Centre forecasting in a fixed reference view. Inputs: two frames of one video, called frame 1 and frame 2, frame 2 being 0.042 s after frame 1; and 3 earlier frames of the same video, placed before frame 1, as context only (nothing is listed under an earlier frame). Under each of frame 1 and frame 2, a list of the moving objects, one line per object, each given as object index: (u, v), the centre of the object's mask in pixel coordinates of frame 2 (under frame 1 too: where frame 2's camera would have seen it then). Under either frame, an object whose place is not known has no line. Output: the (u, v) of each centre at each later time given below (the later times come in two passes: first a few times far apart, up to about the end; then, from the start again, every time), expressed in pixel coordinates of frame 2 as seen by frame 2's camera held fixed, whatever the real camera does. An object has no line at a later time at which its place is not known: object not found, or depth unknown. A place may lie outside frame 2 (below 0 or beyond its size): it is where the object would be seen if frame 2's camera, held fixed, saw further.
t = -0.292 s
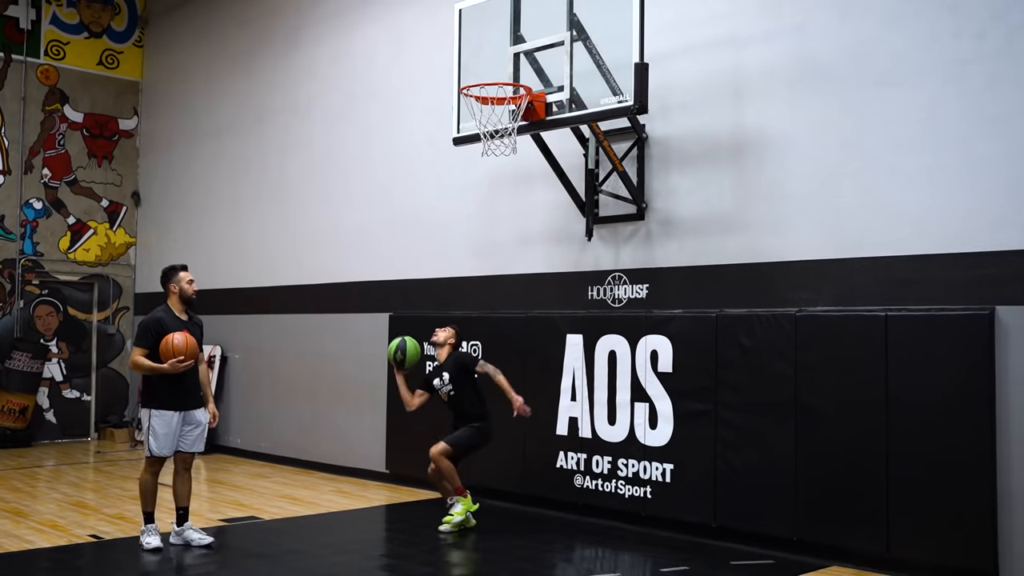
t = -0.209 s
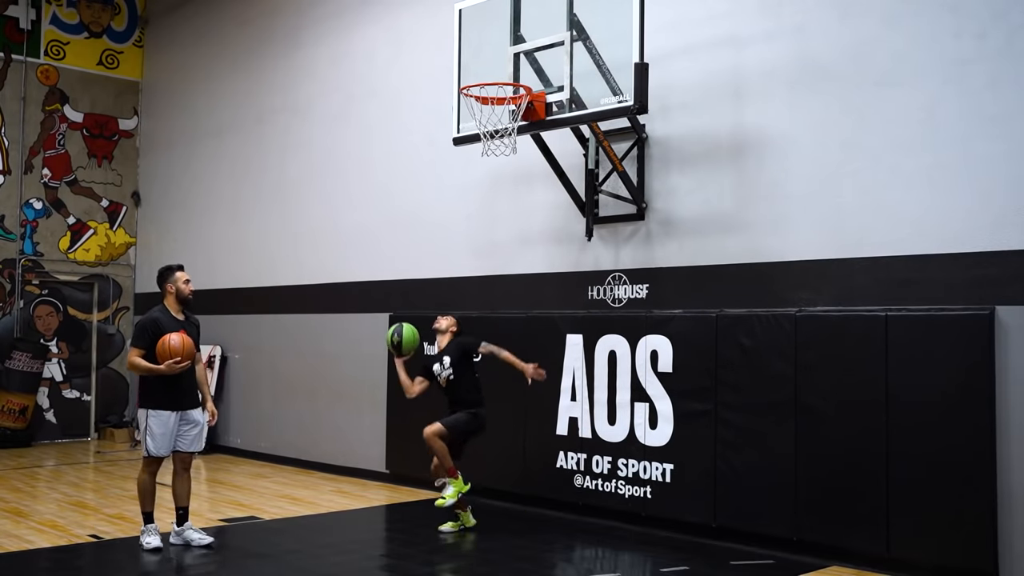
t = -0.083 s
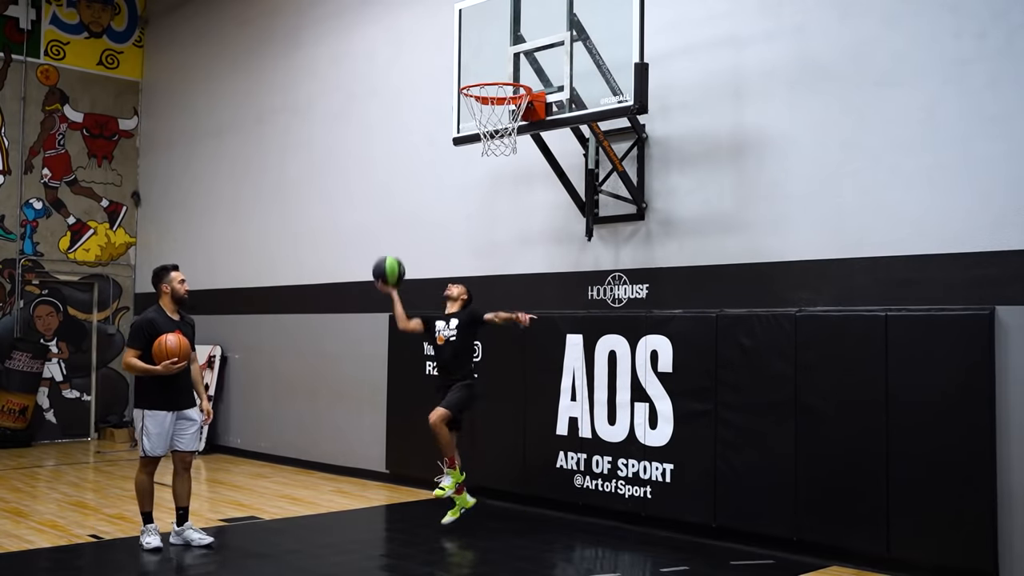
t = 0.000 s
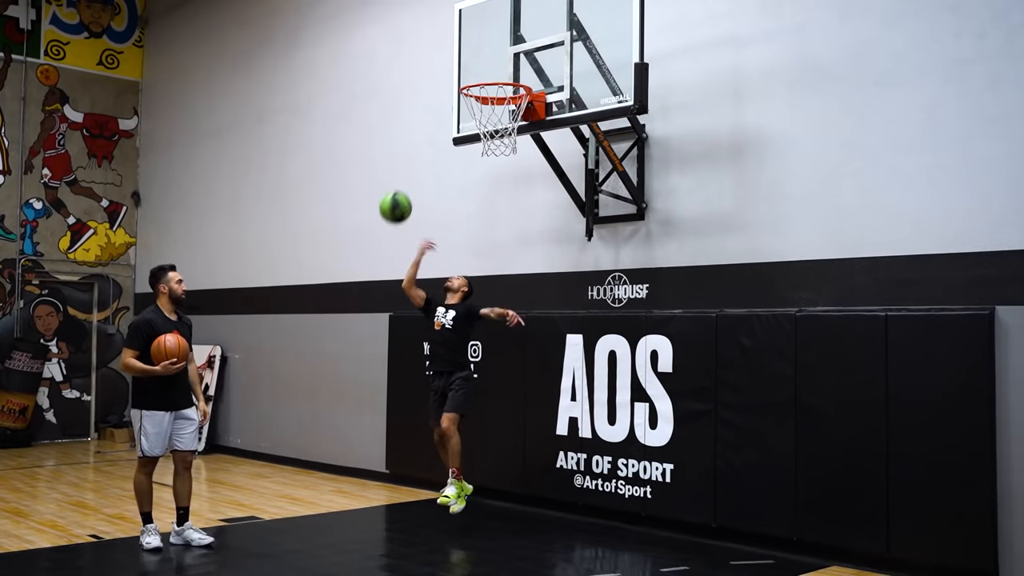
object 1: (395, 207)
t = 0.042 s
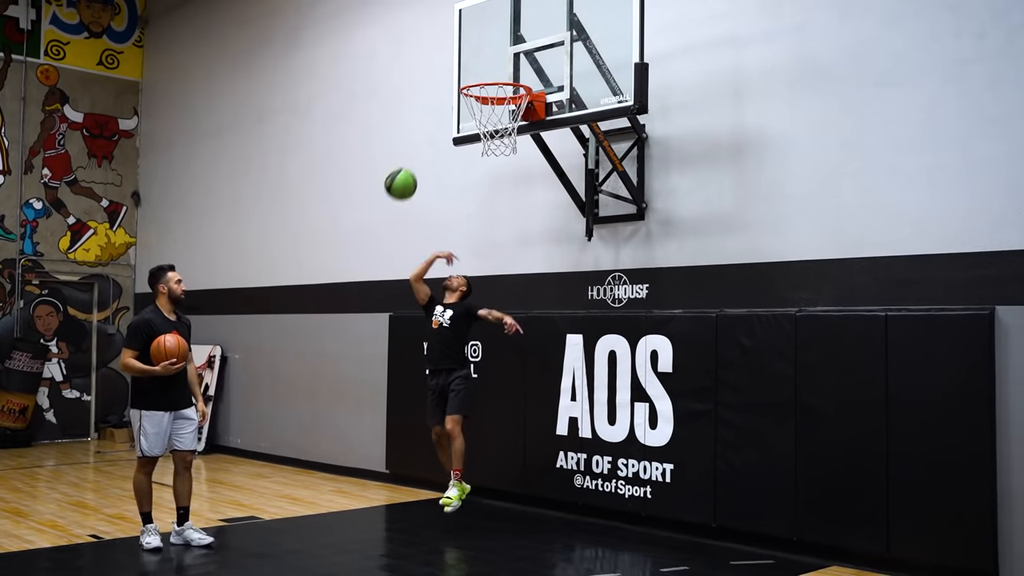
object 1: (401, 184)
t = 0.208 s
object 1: (426, 91)
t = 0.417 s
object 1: (450, 29)
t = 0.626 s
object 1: (457, 26)
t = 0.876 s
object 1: (466, 66)
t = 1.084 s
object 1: (479, 51)
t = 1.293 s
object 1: (490, 58)
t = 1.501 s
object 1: (503, 90)
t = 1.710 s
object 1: (514, 185)
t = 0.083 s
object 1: (408, 151)
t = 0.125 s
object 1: (413, 132)
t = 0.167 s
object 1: (421, 106)
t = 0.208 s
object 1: (426, 91)
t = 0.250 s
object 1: (433, 71)
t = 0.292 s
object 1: (438, 60)
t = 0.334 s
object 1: (444, 45)
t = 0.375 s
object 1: (448, 38)
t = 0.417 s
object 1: (450, 29)
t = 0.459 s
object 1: (451, 25)
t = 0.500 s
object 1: (453, 21)
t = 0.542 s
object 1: (453, 21)
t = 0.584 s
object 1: (455, 23)
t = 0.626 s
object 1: (457, 26)
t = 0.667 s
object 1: (459, 33)
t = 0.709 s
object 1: (459, 40)
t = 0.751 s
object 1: (461, 54)
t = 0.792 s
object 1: (462, 65)
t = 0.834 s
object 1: (464, 73)
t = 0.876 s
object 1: (466, 66)
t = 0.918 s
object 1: (469, 57)
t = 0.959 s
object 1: (471, 53)
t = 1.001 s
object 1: (474, 49)
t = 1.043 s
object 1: (476, 49)
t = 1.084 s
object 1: (479, 51)
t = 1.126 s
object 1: (481, 55)
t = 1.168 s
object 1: (484, 63)
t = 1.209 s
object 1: (486, 65)
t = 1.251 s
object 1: (489, 60)
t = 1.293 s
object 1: (490, 58)
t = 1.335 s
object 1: (493, 59)
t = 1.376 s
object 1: (495, 62)
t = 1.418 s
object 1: (499, 69)
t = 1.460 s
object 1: (500, 76)
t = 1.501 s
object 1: (503, 90)
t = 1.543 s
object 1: (505, 101)
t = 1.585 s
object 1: (507, 121)
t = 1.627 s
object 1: (509, 137)
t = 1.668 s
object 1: (512, 165)
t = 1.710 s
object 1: (514, 185)
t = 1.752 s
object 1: (517, 220)
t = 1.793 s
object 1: (519, 246)
